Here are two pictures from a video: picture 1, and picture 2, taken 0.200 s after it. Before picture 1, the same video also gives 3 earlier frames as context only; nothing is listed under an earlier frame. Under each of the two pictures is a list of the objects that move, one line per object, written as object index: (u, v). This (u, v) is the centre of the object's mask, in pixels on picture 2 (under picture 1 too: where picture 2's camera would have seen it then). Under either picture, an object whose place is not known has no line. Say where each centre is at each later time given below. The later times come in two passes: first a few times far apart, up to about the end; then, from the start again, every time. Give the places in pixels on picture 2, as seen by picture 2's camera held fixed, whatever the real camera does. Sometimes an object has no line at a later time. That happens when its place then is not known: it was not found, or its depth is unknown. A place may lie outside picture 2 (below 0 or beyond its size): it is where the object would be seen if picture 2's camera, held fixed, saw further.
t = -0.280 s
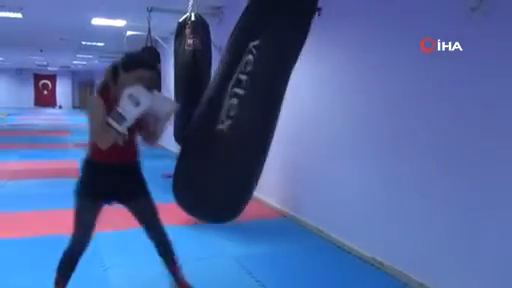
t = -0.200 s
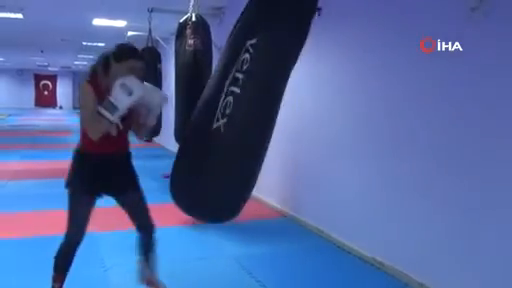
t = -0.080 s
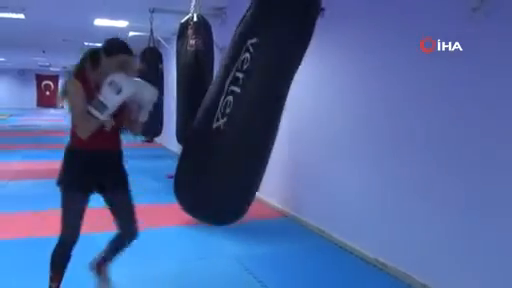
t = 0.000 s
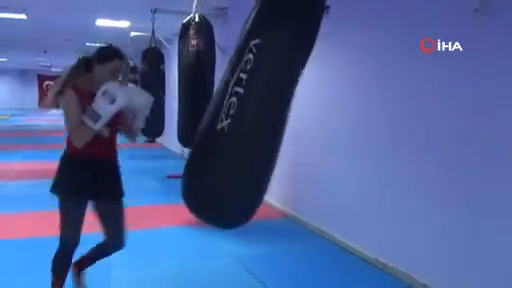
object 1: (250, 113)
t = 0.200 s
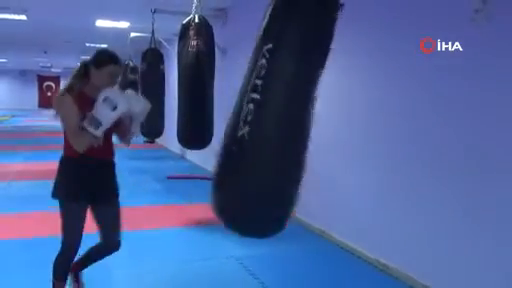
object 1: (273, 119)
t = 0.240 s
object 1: (279, 120)
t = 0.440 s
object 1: (316, 124)
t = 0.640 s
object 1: (352, 124)
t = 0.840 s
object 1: (378, 121)
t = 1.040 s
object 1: (385, 120)
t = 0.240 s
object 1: (279, 120)
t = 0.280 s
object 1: (286, 121)
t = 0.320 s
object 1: (294, 122)
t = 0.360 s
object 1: (301, 122)
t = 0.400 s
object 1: (309, 123)
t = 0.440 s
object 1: (316, 124)
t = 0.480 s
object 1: (323, 124)
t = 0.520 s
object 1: (331, 124)
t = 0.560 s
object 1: (338, 124)
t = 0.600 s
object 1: (345, 124)
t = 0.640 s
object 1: (352, 124)
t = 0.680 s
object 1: (358, 123)
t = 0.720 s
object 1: (364, 123)
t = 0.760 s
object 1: (369, 123)
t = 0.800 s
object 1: (374, 122)
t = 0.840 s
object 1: (378, 121)
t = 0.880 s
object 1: (381, 121)
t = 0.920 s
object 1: (383, 121)
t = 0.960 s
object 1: (384, 120)
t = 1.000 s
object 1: (385, 120)
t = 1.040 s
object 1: (385, 120)
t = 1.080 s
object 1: (385, 119)
